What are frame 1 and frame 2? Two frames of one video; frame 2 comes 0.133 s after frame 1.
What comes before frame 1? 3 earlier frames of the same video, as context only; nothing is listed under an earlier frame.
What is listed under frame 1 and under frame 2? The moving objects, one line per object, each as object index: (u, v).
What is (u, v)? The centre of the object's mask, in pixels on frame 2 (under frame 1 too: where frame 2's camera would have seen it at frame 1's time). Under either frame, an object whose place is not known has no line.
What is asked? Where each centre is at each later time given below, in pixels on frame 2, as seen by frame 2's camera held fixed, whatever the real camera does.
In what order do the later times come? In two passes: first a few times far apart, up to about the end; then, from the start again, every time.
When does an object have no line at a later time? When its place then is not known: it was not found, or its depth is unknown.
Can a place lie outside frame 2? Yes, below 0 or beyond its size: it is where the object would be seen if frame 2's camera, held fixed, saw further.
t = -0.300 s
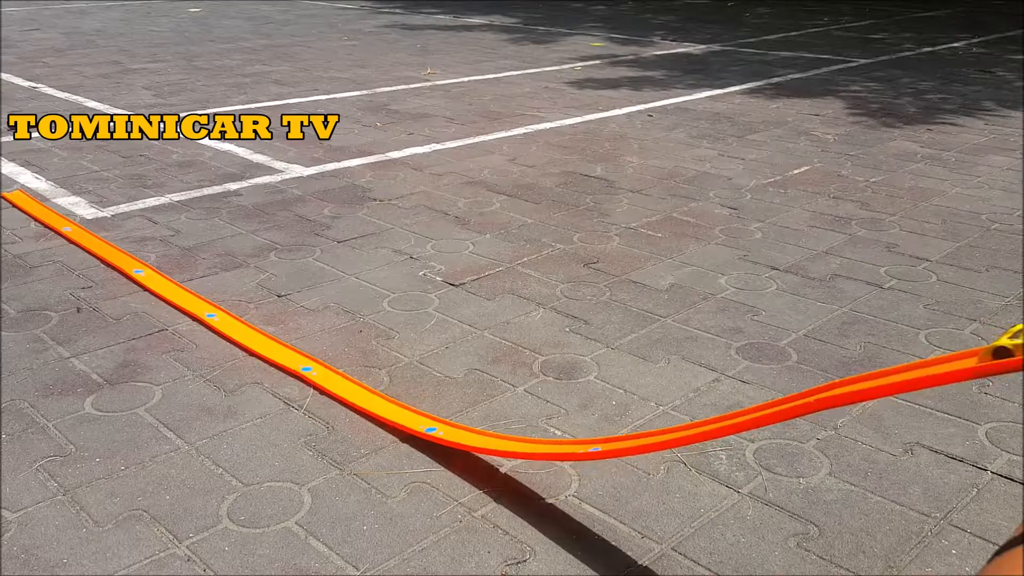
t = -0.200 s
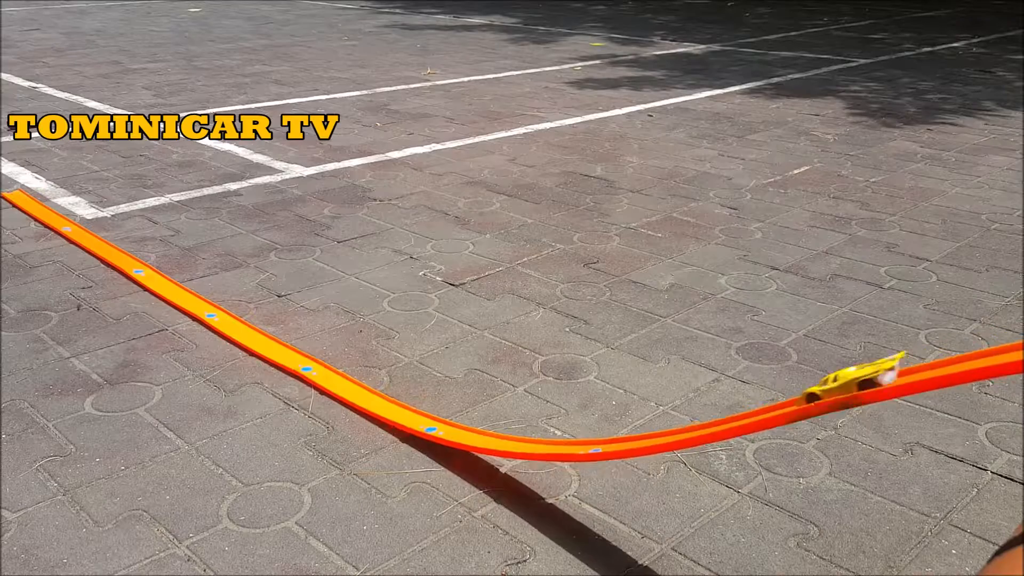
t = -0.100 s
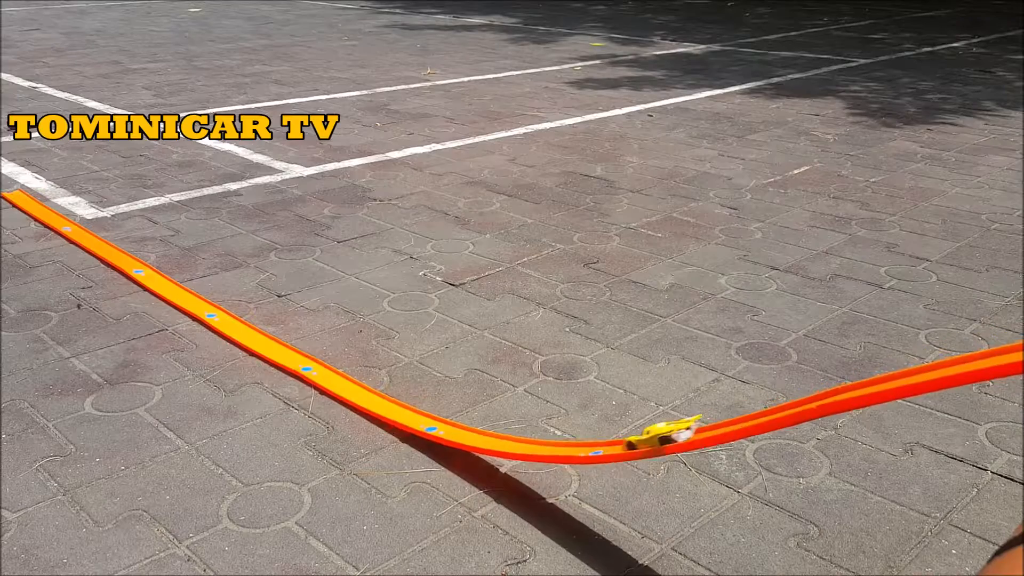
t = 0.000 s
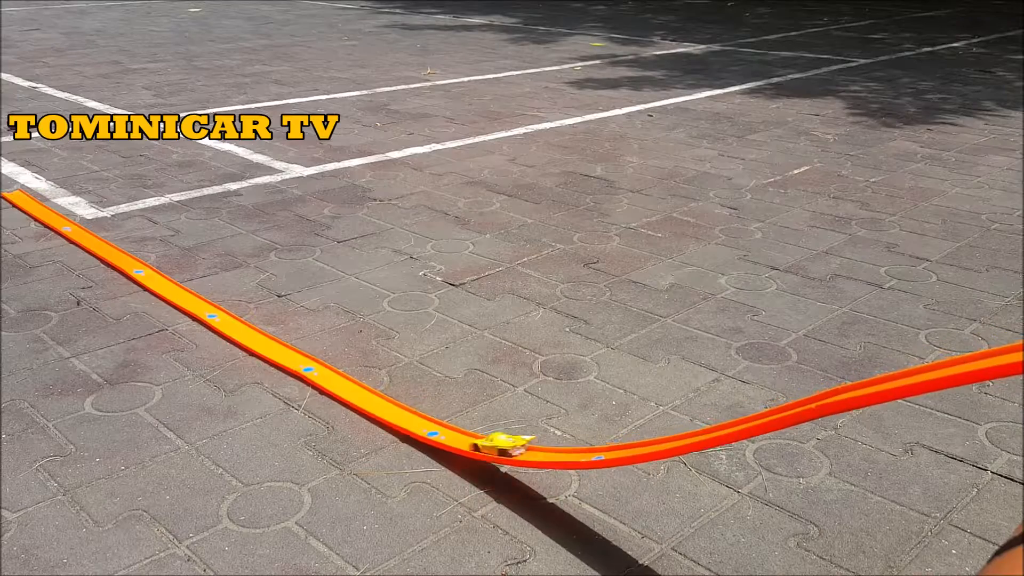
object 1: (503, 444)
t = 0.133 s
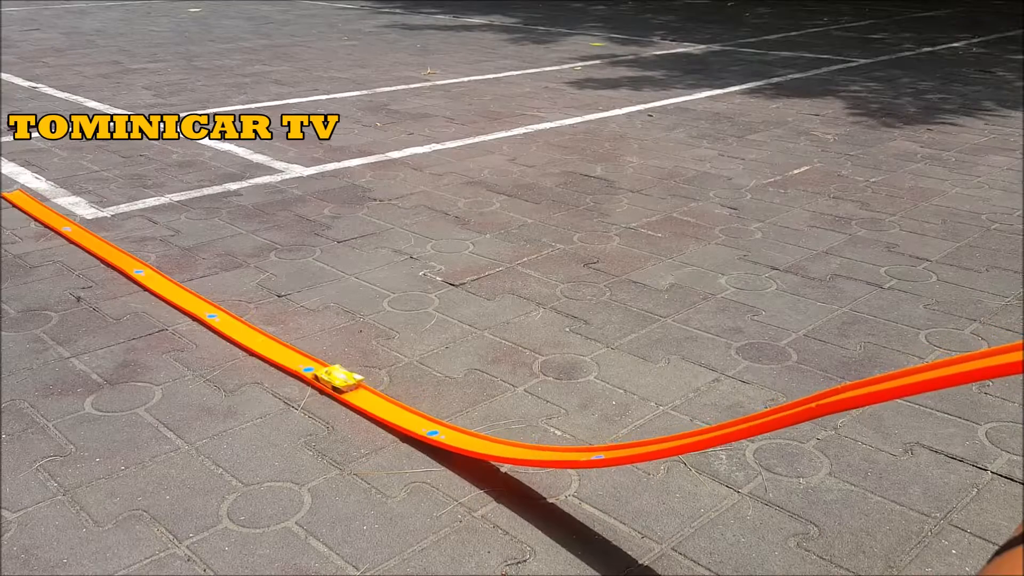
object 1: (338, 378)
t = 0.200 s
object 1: (274, 347)
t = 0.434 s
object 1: (127, 261)
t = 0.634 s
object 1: (53, 216)
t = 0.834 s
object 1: (5, 185)
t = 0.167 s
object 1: (305, 361)
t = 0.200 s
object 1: (274, 347)
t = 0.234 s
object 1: (245, 333)
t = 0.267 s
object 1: (222, 318)
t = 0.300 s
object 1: (201, 304)
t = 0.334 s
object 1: (180, 293)
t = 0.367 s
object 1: (160, 281)
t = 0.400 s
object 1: (142, 271)
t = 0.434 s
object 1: (127, 261)
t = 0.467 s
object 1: (114, 252)
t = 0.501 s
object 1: (101, 244)
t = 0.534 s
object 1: (88, 236)
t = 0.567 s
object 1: (75, 229)
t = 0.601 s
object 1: (63, 223)
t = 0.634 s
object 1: (53, 216)
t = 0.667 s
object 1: (43, 210)
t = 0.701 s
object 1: (33, 204)
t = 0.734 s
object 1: (24, 198)
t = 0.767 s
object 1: (15, 193)
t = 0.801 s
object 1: (9, 188)
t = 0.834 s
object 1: (5, 185)
